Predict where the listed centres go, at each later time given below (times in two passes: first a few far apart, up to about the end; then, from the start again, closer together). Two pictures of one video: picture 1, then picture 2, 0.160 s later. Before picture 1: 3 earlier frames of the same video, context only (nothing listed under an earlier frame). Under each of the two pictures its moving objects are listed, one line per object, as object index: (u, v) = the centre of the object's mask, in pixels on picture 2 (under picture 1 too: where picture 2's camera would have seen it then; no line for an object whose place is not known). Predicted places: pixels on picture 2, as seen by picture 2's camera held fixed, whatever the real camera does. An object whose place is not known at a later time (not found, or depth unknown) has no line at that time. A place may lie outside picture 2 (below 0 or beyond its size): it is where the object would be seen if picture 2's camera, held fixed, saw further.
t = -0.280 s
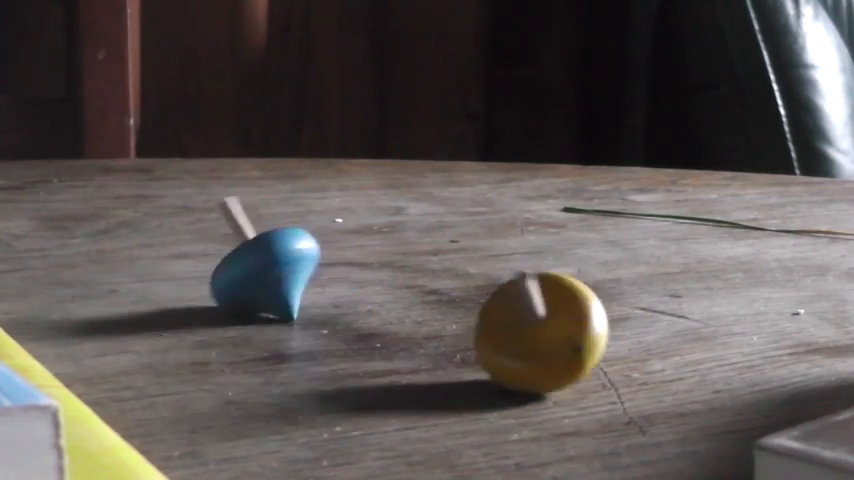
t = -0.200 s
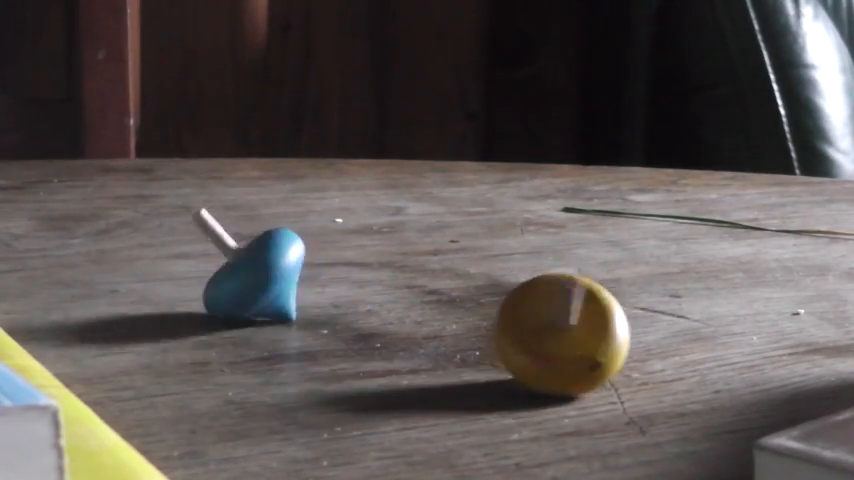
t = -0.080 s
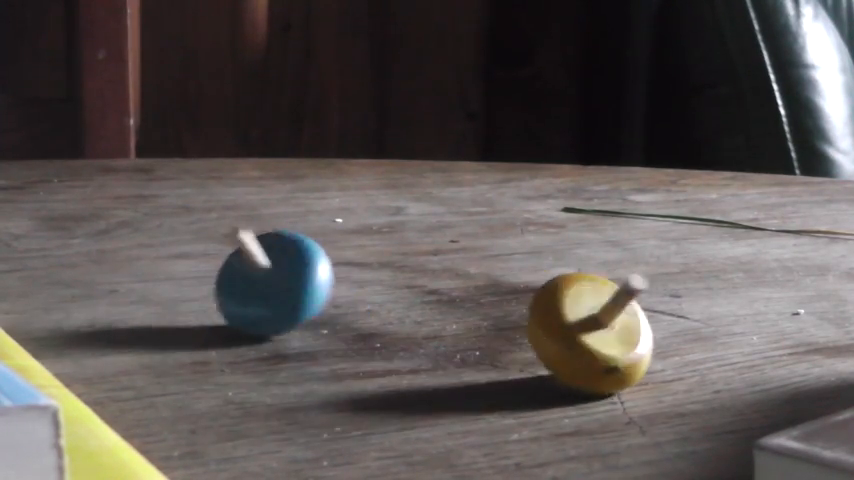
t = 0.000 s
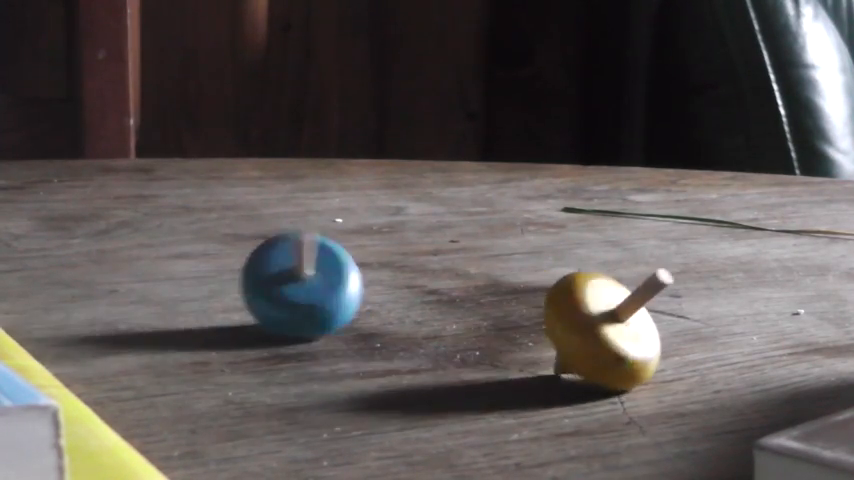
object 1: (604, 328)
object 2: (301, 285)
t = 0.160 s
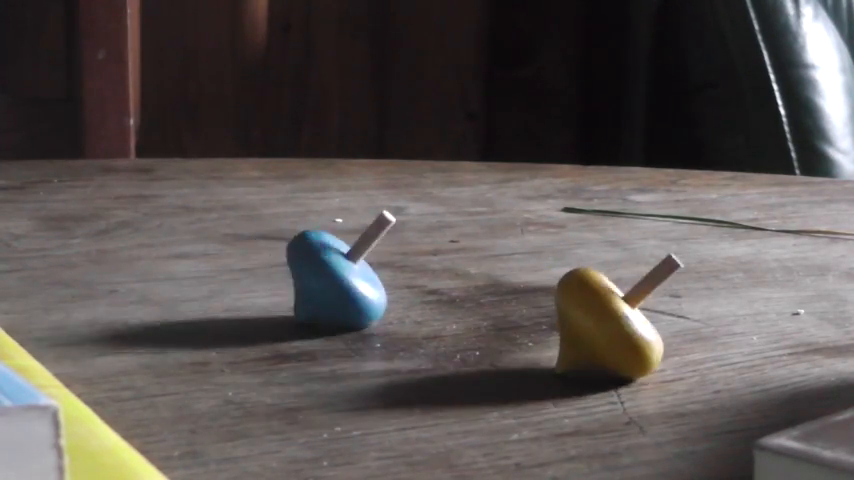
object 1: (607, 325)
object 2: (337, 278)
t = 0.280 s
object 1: (603, 319)
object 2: (327, 269)
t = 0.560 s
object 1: (581, 309)
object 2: (265, 269)
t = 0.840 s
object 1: (555, 306)
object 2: (279, 283)
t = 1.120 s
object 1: (544, 307)
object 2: (337, 278)
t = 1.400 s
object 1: (549, 307)
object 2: (315, 267)
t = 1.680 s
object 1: (564, 307)
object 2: (279, 266)
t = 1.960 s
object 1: (572, 308)
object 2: (255, 274)
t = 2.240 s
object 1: (572, 308)
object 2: (287, 285)
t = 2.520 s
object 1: (572, 308)
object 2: (333, 280)
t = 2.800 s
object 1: (572, 308)
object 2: (336, 277)
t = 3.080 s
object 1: (572, 308)
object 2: (333, 272)
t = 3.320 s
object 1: (572, 308)
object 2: (336, 277)
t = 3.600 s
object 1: (572, 308)
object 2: (336, 279)
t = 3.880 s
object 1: (572, 308)
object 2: (314, 284)
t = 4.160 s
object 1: (572, 308)
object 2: (275, 283)
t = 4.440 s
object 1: (572, 308)
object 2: (254, 277)
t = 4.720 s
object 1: (572, 308)
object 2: (253, 275)
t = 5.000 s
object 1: (572, 308)
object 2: (256, 277)
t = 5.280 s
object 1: (572, 308)
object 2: (276, 283)
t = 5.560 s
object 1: (572, 308)
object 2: (298, 285)
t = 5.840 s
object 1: (572, 308)
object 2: (309, 284)
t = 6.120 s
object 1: (572, 308)
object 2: (301, 285)
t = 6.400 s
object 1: (572, 308)
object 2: (289, 285)
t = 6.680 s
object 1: (572, 308)
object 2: (289, 285)
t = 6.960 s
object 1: (572, 308)
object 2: (293, 285)
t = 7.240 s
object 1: (572, 308)
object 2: (293, 285)
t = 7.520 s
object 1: (572, 308)
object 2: (292, 285)
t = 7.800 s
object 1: (572, 308)
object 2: (292, 285)
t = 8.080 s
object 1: (572, 308)
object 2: (292, 285)
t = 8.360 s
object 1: (572, 308)
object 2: (292, 285)
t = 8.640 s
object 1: (572, 308)
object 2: (292, 285)
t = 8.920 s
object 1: (572, 308)
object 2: (292, 285)
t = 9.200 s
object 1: (572, 308)
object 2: (292, 285)
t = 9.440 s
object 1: (572, 308)
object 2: (292, 285)
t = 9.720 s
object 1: (572, 308)
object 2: (292, 285)
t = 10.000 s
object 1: (572, 308)
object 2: (292, 285)
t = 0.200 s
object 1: (606, 324)
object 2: (336, 276)
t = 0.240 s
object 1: (605, 321)
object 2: (333, 273)
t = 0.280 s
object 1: (603, 319)
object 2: (327, 269)
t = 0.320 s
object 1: (600, 317)
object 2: (319, 266)
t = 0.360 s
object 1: (597, 314)
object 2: (309, 265)
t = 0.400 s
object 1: (594, 313)
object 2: (299, 264)
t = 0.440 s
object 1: (591, 312)
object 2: (289, 264)
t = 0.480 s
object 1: (588, 311)
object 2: (279, 265)
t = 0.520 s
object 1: (585, 310)
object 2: (271, 267)
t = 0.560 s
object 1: (581, 309)
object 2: (265, 269)
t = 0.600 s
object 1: (577, 309)
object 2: (259, 270)
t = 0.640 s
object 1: (574, 308)
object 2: (255, 273)
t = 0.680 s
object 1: (570, 308)
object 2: (253, 274)
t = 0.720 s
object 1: (567, 307)
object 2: (254, 276)
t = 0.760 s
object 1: (563, 307)
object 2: (259, 278)
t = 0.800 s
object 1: (559, 306)
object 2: (268, 281)
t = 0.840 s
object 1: (555, 306)
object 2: (279, 283)
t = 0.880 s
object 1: (552, 306)
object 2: (291, 285)
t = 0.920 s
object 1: (550, 306)
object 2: (303, 285)
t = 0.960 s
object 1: (547, 306)
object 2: (315, 283)
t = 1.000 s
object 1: (546, 307)
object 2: (325, 281)
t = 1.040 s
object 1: (545, 306)
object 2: (332, 280)
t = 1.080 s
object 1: (544, 306)
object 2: (336, 279)
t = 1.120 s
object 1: (544, 307)
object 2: (337, 278)
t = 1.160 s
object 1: (544, 306)
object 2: (337, 277)
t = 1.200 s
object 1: (544, 306)
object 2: (335, 276)
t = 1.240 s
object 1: (545, 306)
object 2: (332, 274)
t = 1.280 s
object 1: (545, 306)
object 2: (329, 271)
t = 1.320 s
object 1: (546, 306)
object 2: (324, 270)
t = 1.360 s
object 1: (547, 306)
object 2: (320, 268)
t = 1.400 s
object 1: (549, 307)
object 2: (315, 267)
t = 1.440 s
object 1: (551, 307)
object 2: (310, 266)
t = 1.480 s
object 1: (553, 306)
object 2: (304, 265)
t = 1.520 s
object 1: (555, 306)
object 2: (299, 264)
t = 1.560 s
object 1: (557, 307)
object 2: (293, 264)
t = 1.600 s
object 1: (559, 307)
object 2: (288, 265)
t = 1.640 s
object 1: (562, 307)
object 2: (283, 265)
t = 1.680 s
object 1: (564, 307)
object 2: (279, 266)
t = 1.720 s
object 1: (567, 307)
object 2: (274, 266)
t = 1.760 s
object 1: (568, 307)
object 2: (270, 267)
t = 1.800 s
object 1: (569, 308)
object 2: (265, 267)
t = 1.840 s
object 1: (570, 308)
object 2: (263, 271)
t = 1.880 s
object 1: (570, 308)
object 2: (260, 272)
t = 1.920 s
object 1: (571, 308)
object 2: (258, 274)
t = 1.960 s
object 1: (572, 308)
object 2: (255, 274)
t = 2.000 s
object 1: (572, 308)
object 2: (253, 275)
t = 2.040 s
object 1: (572, 308)
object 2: (254, 276)
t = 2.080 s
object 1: (572, 308)
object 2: (257, 277)
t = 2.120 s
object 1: (572, 308)
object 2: (262, 279)
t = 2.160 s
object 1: (571, 308)
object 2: (270, 281)
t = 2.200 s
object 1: (572, 308)
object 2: (278, 284)
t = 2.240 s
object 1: (572, 308)
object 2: (287, 285)
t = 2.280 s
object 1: (572, 308)
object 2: (296, 286)
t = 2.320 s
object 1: (572, 308)
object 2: (304, 285)
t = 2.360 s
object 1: (572, 308)
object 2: (312, 284)
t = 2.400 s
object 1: (572, 308)
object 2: (319, 283)
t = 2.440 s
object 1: (572, 308)
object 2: (325, 282)
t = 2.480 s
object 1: (572, 308)
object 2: (330, 281)
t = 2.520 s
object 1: (572, 308)
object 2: (333, 280)
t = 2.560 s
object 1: (572, 308)
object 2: (335, 280)
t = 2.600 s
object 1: (572, 308)
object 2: (337, 279)
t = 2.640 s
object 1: (572, 308)
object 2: (337, 279)
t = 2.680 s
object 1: (572, 308)
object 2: (337, 278)
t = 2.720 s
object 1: (572, 308)
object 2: (337, 278)
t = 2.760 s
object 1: (572, 308)
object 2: (336, 277)
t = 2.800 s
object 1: (572, 308)
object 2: (336, 277)
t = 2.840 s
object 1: (572, 308)
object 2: (335, 276)
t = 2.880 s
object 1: (572, 308)
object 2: (334, 275)
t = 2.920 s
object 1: (572, 308)
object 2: (334, 274)
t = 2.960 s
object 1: (572, 308)
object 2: (333, 272)
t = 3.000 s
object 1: (572, 308)
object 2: (332, 272)
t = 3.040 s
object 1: (572, 308)
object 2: (333, 272)
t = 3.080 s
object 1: (572, 308)
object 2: (333, 272)
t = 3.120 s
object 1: (572, 308)
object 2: (333, 272)
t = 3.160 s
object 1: (572, 308)
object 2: (334, 273)
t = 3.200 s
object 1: (572, 308)
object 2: (334, 273)
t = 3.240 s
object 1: (572, 308)
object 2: (335, 274)
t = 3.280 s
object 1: (572, 308)
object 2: (335, 276)
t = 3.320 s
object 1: (572, 308)
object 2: (336, 277)
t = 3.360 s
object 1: (572, 308)
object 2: (336, 277)
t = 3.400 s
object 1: (572, 308)
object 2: (337, 277)
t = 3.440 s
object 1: (572, 308)
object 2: (337, 278)
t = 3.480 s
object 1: (572, 308)
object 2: (337, 278)
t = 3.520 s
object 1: (572, 308)
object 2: (337, 278)
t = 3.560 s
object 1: (572, 308)
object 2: (337, 279)
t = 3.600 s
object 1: (572, 308)
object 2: (336, 279)
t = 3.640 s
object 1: (572, 308)
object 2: (334, 280)
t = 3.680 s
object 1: (572, 308)
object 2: (332, 280)
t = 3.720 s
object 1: (572, 308)
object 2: (329, 281)
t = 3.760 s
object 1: (572, 308)
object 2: (326, 281)
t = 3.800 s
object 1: (572, 308)
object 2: (323, 282)
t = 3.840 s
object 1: (572, 308)
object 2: (318, 283)
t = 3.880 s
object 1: (572, 308)
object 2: (314, 284)
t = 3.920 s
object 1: (572, 308)
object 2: (308, 284)
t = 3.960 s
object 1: (572, 308)
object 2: (303, 285)
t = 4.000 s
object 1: (572, 308)
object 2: (297, 285)
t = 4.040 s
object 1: (572, 308)
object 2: (291, 285)
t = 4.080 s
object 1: (572, 308)
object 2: (285, 284)
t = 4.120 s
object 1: (572, 308)
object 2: (280, 283)
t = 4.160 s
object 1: (572, 308)
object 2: (275, 283)
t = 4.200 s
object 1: (572, 308)
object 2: (270, 282)
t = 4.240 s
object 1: (572, 308)
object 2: (265, 280)
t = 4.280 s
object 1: (572, 308)
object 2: (261, 279)
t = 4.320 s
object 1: (572, 308)
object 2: (258, 278)
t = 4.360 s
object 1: (572, 308)
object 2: (256, 278)
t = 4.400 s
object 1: (572, 308)
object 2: (255, 277)
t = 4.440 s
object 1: (572, 308)
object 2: (254, 277)
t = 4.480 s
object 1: (572, 308)
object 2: (253, 276)
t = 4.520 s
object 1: (572, 308)
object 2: (253, 276)
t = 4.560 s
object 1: (572, 308)
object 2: (253, 275)
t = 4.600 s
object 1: (572, 308)
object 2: (253, 275)
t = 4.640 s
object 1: (572, 308)
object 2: (253, 275)
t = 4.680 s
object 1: (572, 308)
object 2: (253, 275)
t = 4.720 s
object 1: (572, 308)
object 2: (253, 275)
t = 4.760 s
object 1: (572, 308)
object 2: (253, 275)
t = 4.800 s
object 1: (572, 308)
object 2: (253, 275)
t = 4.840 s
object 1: (572, 308)
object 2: (253, 276)
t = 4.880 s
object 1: (572, 308)
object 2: (253, 276)
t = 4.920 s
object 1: (572, 308)
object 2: (254, 276)
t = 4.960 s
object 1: (572, 308)
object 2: (254, 277)
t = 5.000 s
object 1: (572, 308)
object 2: (256, 277)
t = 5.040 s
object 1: (572, 308)
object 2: (257, 278)
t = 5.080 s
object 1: (572, 308)
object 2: (260, 279)
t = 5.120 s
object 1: (572, 308)
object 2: (262, 279)
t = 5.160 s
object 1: (572, 308)
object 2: (265, 280)
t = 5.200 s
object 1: (572, 308)
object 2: (269, 281)
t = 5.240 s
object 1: (572, 308)
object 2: (272, 282)
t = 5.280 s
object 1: (572, 308)
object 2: (276, 283)
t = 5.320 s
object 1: (572, 308)
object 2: (278, 284)
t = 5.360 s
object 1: (572, 308)
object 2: (282, 284)
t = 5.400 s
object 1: (572, 308)
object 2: (285, 285)
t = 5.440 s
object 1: (572, 308)
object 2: (288, 285)
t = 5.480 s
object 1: (572, 308)
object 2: (292, 285)
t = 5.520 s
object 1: (572, 308)
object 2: (295, 285)
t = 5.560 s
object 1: (572, 308)
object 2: (298, 285)
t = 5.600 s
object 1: (572, 308)
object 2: (300, 285)
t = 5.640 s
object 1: (572, 308)
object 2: (302, 285)
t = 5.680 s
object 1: (572, 308)
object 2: (305, 285)
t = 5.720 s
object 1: (572, 308)
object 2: (306, 285)
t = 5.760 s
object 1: (572, 308)
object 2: (308, 285)
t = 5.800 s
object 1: (572, 308)
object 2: (309, 284)
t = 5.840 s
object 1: (572, 308)
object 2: (309, 284)
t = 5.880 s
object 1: (572, 308)
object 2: (308, 285)
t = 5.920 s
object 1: (572, 308)
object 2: (307, 285)
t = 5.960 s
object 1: (572, 308)
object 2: (306, 285)
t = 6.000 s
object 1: (572, 308)
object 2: (305, 285)
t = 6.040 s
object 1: (572, 308)
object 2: (304, 285)
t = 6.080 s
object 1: (572, 308)
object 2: (302, 285)
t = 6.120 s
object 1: (572, 308)
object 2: (301, 285)
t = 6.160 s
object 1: (572, 308)
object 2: (300, 285)
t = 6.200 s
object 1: (572, 308)
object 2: (298, 285)
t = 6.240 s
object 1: (572, 308)
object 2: (296, 285)
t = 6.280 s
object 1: (572, 308)
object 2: (295, 285)
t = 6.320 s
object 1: (572, 308)
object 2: (293, 285)
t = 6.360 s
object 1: (572, 308)
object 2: (291, 285)
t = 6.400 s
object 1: (572, 308)
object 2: (289, 285)
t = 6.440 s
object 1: (572, 308)
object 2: (287, 285)
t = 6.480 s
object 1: (572, 308)
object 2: (285, 285)
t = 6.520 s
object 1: (572, 308)
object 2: (285, 285)
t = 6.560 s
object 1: (572, 308)
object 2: (285, 285)
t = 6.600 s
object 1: (572, 308)
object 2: (286, 285)
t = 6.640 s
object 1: (572, 308)
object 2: (288, 285)
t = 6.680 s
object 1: (572, 308)
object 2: (289, 285)
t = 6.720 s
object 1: (572, 308)
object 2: (290, 285)
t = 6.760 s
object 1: (572, 308)
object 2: (291, 285)
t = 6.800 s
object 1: (572, 308)
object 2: (292, 285)
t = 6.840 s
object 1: (572, 308)
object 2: (293, 285)
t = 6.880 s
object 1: (572, 308)
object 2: (294, 285)
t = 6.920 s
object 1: (572, 308)
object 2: (294, 285)
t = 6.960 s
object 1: (572, 308)
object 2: (293, 285)
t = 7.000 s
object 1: (572, 308)
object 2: (293, 285)
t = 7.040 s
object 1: (572, 308)
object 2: (291, 285)
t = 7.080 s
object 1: (572, 308)
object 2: (291, 285)
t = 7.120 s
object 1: (572, 308)
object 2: (291, 285)
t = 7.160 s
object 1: (572, 308)
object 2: (292, 285)
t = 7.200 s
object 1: (572, 308)
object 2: (293, 285)
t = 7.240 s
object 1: (572, 308)
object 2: (293, 285)
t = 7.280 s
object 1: (572, 308)
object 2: (292, 285)
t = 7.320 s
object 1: (572, 308)
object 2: (291, 285)
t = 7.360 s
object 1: (572, 308)
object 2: (292, 285)
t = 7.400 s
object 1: (572, 308)
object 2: (292, 285)
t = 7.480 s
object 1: (572, 308)
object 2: (292, 285)
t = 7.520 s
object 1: (572, 308)
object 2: (292, 285)
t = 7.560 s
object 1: (572, 308)
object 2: (292, 285)
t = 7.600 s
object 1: (572, 308)
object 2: (292, 285)
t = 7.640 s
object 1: (572, 308)
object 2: (292, 285)
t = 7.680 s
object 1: (572, 308)
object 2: (292, 285)
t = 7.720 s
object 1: (572, 308)
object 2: (292, 285)
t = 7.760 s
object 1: (572, 308)
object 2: (292, 285)
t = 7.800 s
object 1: (572, 308)
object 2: (292, 285)
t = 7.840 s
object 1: (572, 308)
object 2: (292, 285)
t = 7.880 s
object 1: (572, 308)
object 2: (292, 285)
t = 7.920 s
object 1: (572, 308)
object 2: (292, 285)
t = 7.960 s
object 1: (572, 308)
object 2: (292, 285)
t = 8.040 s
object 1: (572, 308)
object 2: (292, 285)
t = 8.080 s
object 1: (572, 308)
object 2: (292, 285)
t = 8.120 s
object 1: (572, 308)
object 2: (292, 285)
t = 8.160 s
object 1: (572, 308)
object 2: (292, 285)
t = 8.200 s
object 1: (572, 308)
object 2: (292, 285)
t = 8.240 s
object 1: (572, 308)
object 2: (292, 285)
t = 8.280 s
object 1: (572, 308)
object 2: (292, 285)
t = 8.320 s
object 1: (572, 308)
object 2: (292, 285)
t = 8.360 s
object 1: (572, 308)
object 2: (292, 285)
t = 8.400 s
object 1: (572, 308)
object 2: (292, 285)
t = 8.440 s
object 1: (572, 308)
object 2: (292, 285)
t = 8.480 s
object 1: (572, 308)
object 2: (292, 285)
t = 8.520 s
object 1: (572, 308)
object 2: (292, 285)
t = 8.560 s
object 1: (572, 308)
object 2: (292, 285)
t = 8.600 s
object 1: (572, 308)
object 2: (292, 285)
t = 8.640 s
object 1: (572, 308)
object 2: (292, 285)
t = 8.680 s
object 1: (572, 308)
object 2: (292, 285)
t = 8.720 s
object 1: (572, 308)
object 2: (292, 285)
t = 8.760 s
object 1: (572, 308)
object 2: (292, 285)
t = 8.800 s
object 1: (572, 308)
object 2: (292, 286)
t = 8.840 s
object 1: (572, 308)
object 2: (292, 285)
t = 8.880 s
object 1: (572, 308)
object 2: (292, 285)
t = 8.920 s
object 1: (572, 308)
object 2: (292, 285)
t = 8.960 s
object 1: (572, 308)
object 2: (292, 285)
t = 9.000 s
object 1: (572, 308)
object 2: (292, 285)
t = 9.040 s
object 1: (572, 308)
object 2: (292, 285)
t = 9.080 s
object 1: (572, 308)
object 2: (292, 285)
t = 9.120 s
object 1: (572, 308)
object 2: (292, 285)
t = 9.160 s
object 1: (572, 308)
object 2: (292, 285)
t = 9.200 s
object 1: (572, 308)
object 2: (292, 285)
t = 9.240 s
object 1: (572, 308)
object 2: (292, 285)
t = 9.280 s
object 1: (572, 308)
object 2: (292, 285)
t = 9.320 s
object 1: (572, 308)
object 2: (292, 285)
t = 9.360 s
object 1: (572, 308)
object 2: (292, 285)
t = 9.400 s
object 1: (572, 308)
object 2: (292, 286)
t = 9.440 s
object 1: (572, 308)
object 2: (292, 285)
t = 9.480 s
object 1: (572, 308)
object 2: (292, 286)
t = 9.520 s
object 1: (572, 308)
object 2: (292, 285)
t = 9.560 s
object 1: (572, 308)
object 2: (292, 285)
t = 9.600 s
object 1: (572, 308)
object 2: (292, 285)
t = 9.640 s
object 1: (572, 308)
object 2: (292, 285)
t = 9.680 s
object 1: (572, 308)
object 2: (292, 285)
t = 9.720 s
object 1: (572, 308)
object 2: (292, 285)
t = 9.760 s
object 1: (572, 308)
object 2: (292, 285)
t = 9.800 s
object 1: (572, 308)
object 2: (292, 285)
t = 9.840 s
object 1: (572, 308)
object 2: (292, 285)
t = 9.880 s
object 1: (572, 308)
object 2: (292, 285)
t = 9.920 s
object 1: (572, 308)
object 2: (292, 285)
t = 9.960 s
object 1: (572, 308)
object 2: (292, 285)
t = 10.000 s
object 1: (572, 308)
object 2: (292, 285)
